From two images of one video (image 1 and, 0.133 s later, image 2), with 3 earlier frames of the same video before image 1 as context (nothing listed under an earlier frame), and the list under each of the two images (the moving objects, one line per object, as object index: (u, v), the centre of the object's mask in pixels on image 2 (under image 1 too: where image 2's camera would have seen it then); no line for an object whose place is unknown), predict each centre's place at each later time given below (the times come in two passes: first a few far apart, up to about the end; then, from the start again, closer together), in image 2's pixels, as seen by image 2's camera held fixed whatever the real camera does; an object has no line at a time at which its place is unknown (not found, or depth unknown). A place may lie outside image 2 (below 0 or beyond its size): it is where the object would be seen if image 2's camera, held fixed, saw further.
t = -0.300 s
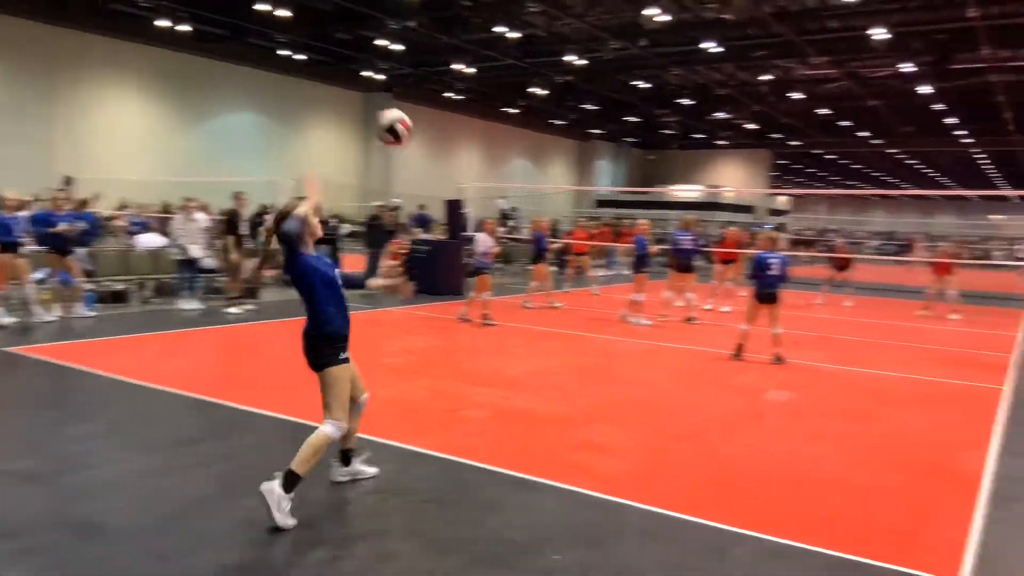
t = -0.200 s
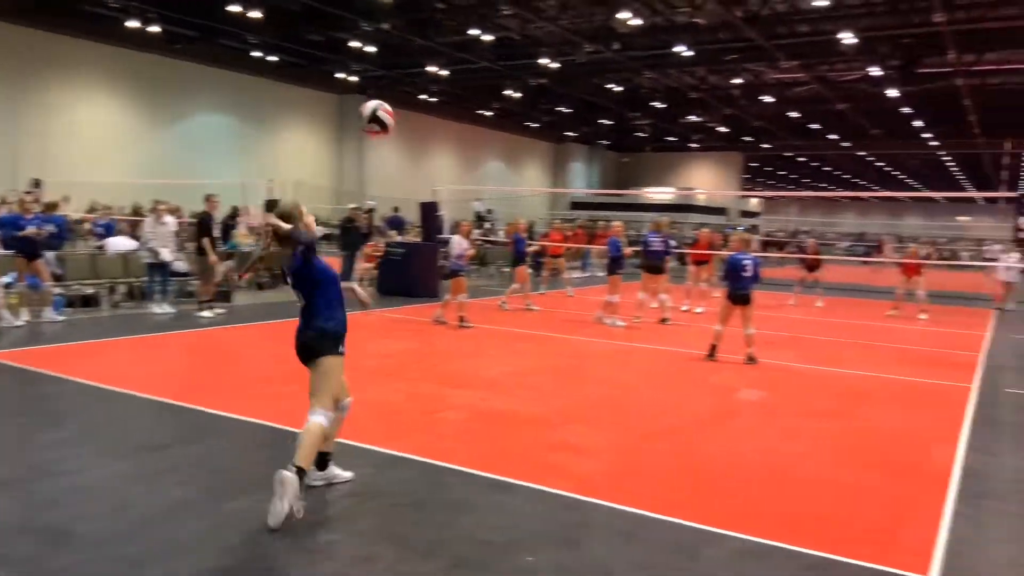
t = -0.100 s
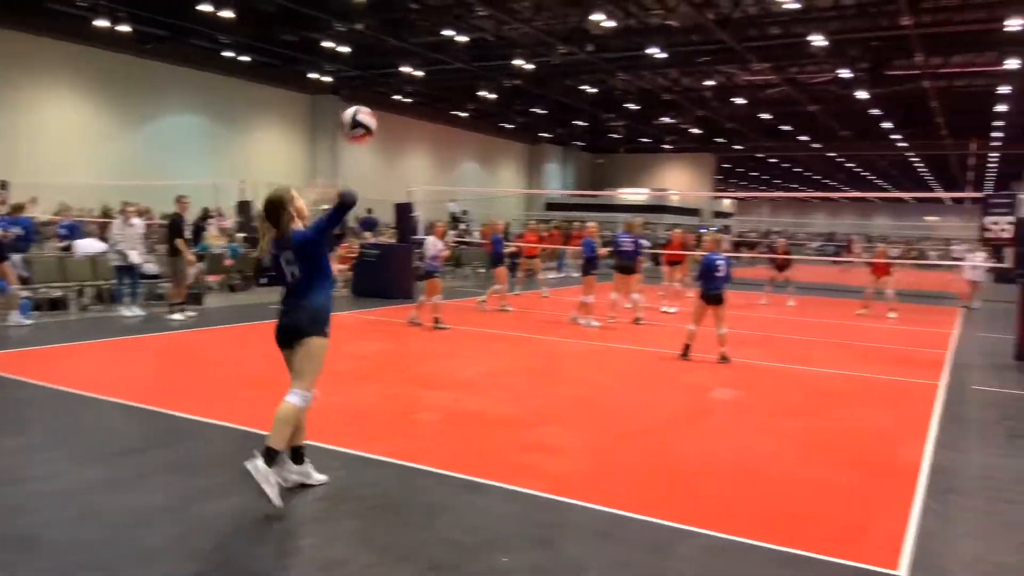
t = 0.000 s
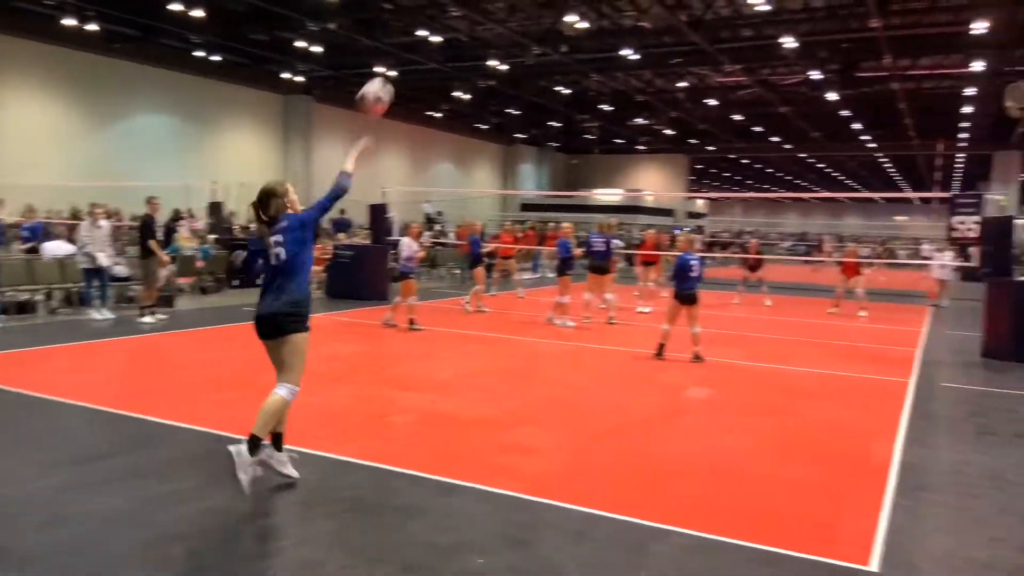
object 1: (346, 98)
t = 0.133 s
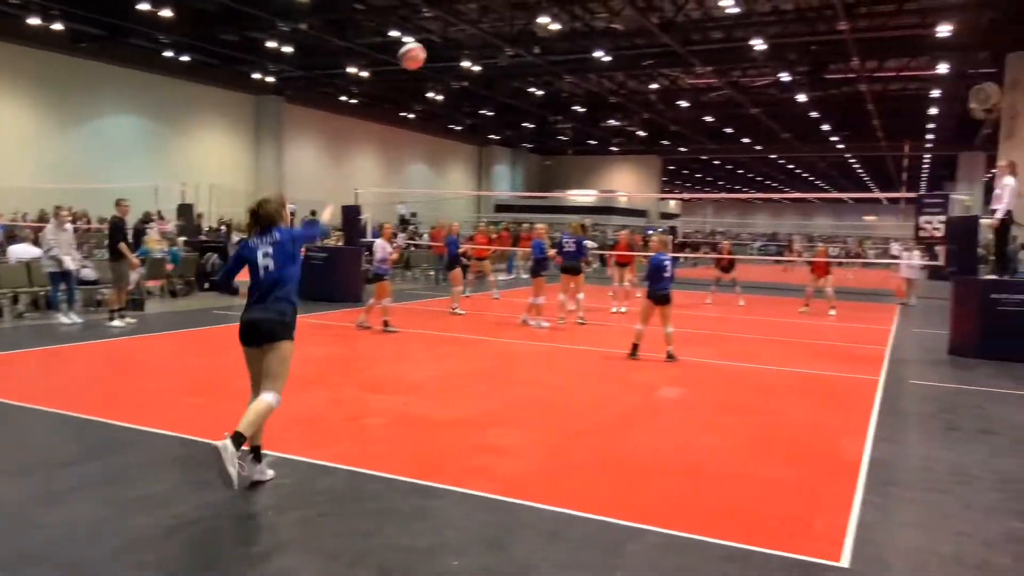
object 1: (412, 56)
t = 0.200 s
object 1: (436, 49)
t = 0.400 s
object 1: (483, 57)
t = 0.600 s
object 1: (510, 91)
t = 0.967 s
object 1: (537, 181)
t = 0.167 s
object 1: (424, 51)
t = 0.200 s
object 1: (436, 49)
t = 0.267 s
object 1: (455, 46)
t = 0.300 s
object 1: (462, 49)
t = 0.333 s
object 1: (470, 51)
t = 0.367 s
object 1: (476, 53)
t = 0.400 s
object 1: (483, 57)
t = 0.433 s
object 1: (488, 61)
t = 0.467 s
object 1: (493, 66)
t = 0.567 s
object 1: (506, 84)
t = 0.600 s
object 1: (510, 91)
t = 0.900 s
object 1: (533, 162)
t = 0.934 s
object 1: (535, 172)
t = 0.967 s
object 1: (537, 181)
